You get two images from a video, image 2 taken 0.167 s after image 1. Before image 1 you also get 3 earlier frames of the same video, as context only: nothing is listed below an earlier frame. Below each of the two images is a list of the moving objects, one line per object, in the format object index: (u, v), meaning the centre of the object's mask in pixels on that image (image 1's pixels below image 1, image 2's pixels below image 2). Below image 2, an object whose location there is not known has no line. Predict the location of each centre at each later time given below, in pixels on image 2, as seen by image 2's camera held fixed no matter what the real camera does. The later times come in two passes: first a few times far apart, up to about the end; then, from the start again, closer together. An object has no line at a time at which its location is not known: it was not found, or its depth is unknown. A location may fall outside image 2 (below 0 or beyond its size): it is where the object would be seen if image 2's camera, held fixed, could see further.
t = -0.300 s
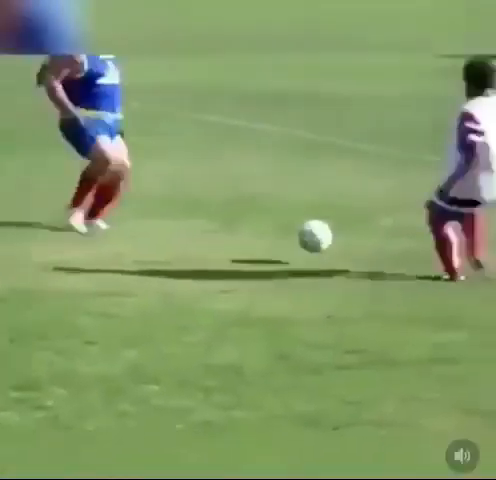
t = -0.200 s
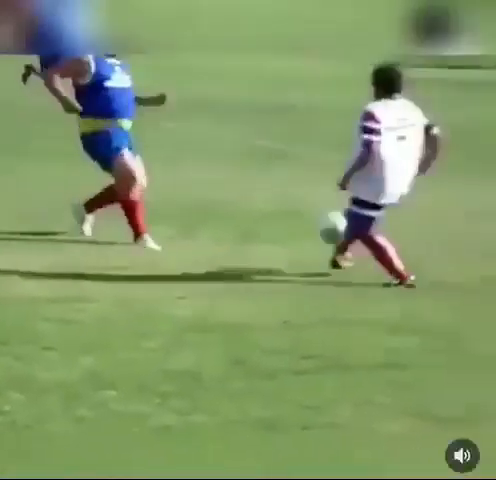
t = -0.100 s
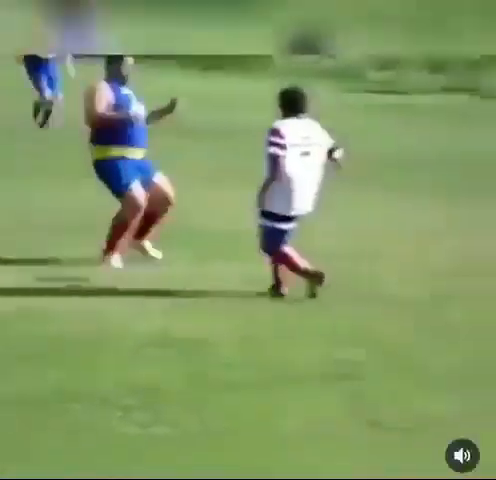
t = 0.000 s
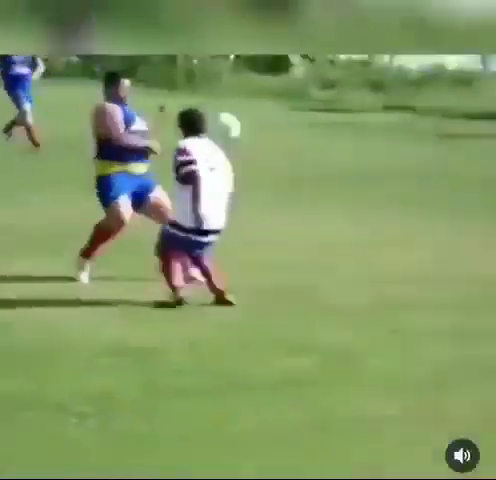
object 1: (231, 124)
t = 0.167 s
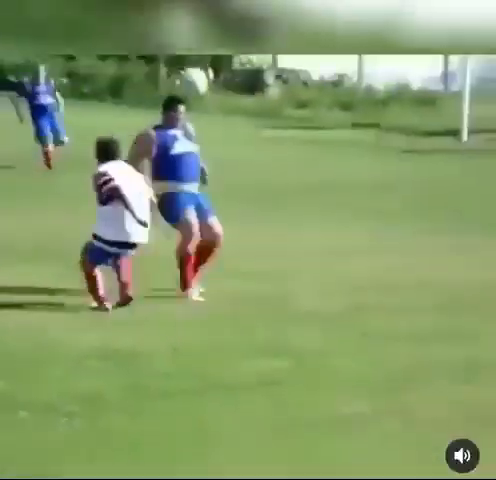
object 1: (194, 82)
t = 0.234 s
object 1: (189, 69)
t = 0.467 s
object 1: (173, 63)
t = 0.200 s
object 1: (192, 75)
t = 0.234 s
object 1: (189, 69)
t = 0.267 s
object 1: (187, 62)
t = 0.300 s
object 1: (185, 60)
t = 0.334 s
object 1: (182, 59)
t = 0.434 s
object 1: (176, 60)
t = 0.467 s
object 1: (173, 63)
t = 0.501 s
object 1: (172, 65)
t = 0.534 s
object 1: (171, 69)
